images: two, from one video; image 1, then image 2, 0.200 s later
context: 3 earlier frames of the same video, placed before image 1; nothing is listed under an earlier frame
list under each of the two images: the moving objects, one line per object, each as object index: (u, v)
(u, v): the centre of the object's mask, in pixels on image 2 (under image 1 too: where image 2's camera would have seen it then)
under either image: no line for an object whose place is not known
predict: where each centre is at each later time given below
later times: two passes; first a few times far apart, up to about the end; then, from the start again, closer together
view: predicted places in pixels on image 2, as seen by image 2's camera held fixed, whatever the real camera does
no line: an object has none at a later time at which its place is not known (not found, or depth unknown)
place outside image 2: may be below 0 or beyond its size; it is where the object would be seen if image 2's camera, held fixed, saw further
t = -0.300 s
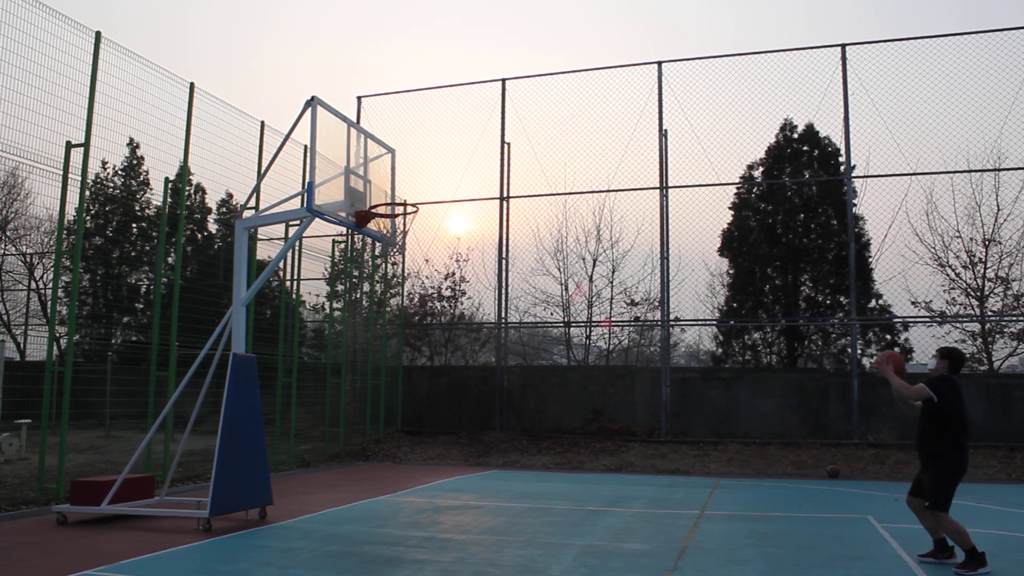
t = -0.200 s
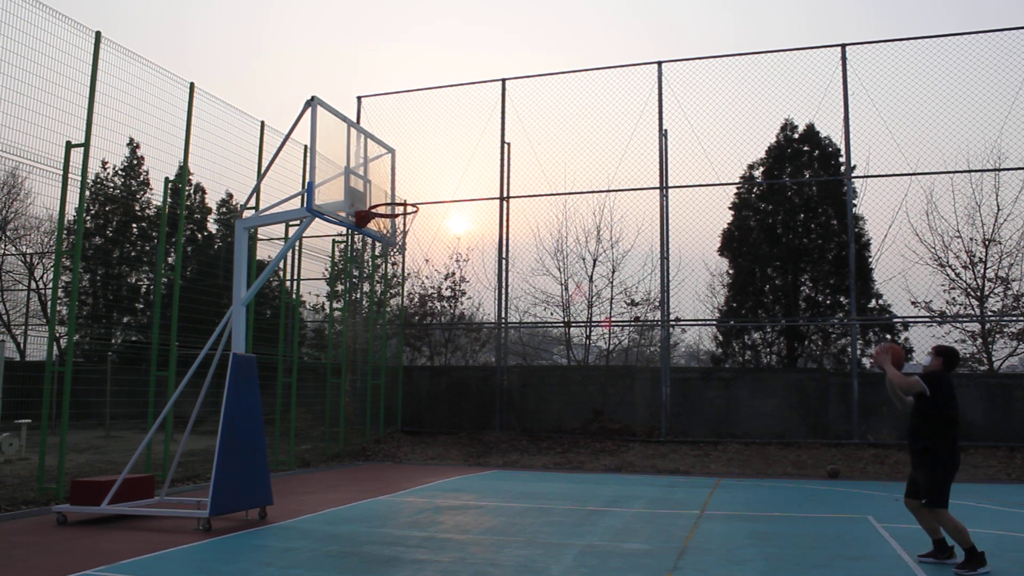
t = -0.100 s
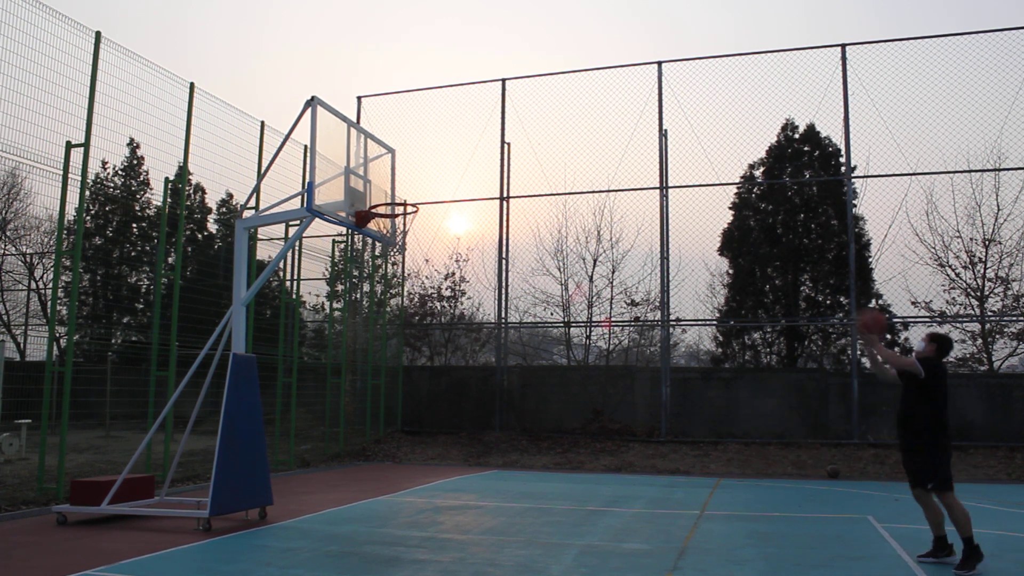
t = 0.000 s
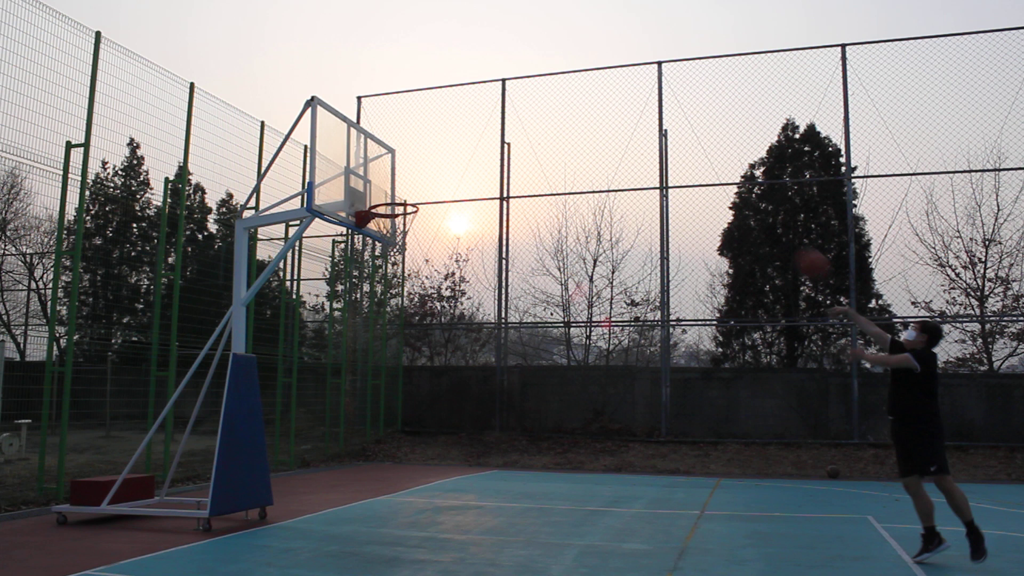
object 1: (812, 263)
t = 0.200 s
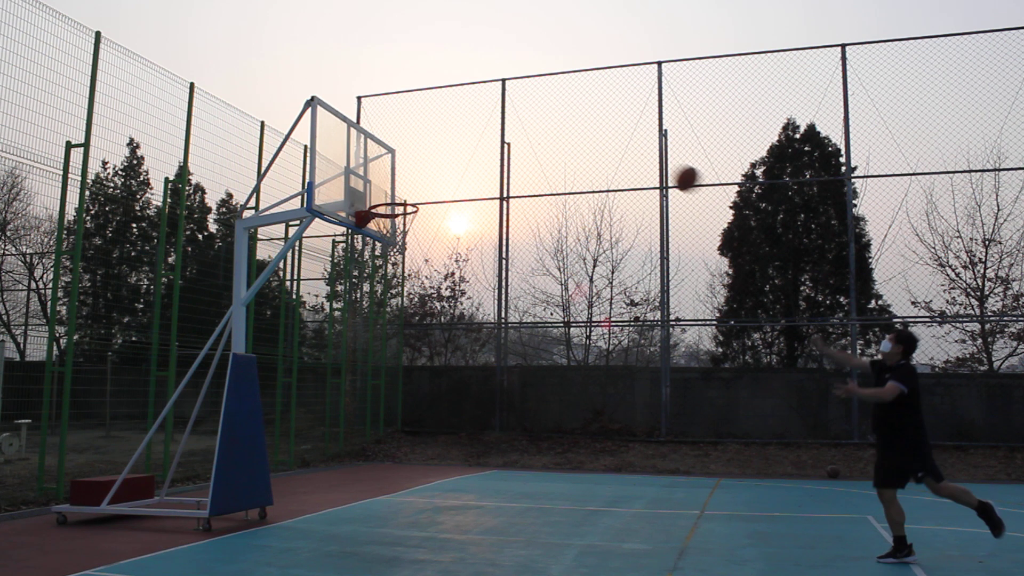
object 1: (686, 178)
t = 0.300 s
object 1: (628, 153)
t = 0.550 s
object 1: (492, 140)
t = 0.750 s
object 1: (390, 173)
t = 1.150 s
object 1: (383, 243)
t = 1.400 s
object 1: (405, 293)
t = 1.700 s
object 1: (430, 444)
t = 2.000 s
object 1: (455, 422)
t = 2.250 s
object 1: (474, 342)
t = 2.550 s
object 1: (495, 332)
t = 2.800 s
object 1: (512, 395)
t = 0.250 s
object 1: (657, 165)
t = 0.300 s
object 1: (628, 153)
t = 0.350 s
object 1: (599, 145)
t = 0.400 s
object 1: (572, 140)
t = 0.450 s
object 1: (544, 137)
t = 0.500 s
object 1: (518, 137)
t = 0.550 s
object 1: (492, 140)
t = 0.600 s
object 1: (466, 144)
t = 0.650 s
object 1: (440, 152)
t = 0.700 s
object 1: (415, 161)
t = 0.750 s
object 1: (390, 173)
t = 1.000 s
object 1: (378, 225)
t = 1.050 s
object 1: (379, 232)
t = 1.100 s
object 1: (381, 238)
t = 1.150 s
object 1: (383, 243)
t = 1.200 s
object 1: (387, 248)
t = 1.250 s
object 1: (392, 257)
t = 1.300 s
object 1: (396, 265)
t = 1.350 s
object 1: (400, 278)
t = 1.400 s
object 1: (405, 293)
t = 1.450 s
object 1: (409, 311)
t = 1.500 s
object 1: (413, 330)
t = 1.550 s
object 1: (417, 354)
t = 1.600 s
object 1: (421, 380)
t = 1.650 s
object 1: (426, 411)
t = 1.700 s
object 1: (430, 444)
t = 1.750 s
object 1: (434, 480)
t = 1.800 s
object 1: (438, 520)
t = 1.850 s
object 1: (443, 500)
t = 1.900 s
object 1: (447, 472)
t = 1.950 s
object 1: (451, 445)
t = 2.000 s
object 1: (455, 422)
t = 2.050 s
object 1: (459, 401)
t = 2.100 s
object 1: (463, 382)
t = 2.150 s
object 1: (467, 365)
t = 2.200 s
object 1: (471, 353)
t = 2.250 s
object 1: (474, 342)
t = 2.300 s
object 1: (478, 334)
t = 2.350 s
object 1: (482, 329)
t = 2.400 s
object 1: (485, 325)
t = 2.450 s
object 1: (488, 324)
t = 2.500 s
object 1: (492, 327)
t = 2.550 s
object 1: (495, 332)
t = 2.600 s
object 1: (499, 339)
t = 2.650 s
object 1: (502, 349)
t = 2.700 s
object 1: (505, 362)
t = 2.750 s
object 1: (509, 378)
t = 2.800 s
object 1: (512, 395)
